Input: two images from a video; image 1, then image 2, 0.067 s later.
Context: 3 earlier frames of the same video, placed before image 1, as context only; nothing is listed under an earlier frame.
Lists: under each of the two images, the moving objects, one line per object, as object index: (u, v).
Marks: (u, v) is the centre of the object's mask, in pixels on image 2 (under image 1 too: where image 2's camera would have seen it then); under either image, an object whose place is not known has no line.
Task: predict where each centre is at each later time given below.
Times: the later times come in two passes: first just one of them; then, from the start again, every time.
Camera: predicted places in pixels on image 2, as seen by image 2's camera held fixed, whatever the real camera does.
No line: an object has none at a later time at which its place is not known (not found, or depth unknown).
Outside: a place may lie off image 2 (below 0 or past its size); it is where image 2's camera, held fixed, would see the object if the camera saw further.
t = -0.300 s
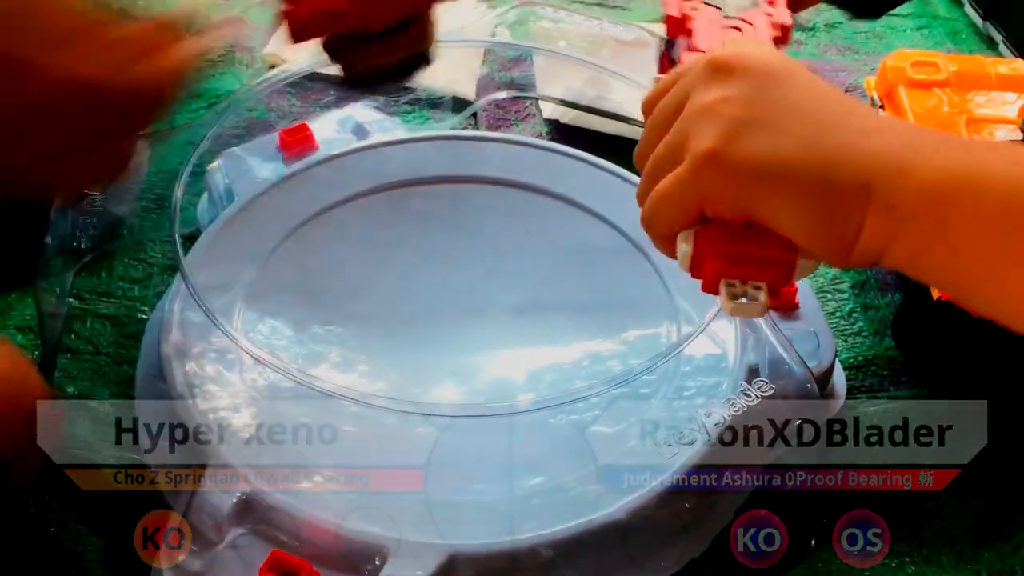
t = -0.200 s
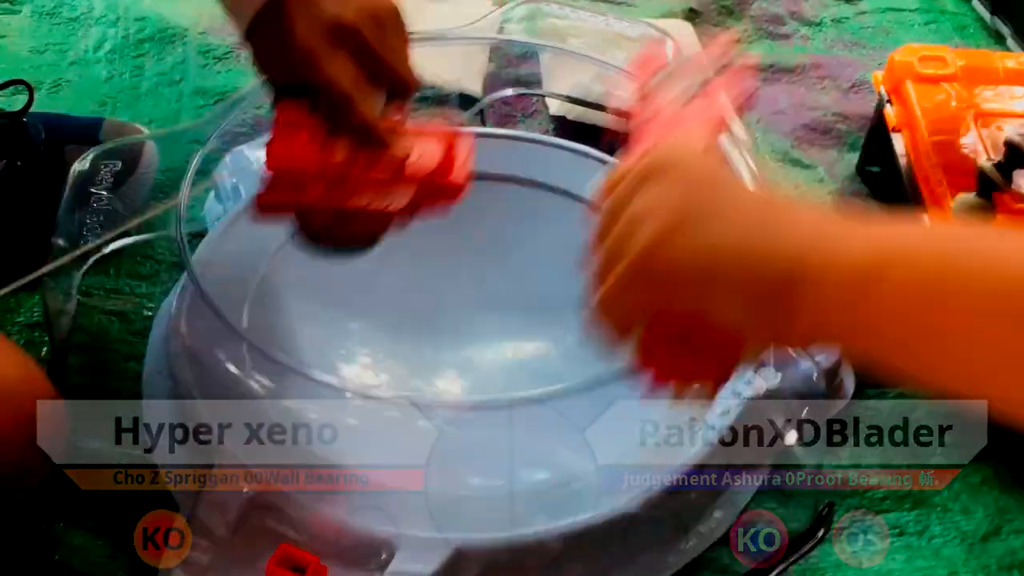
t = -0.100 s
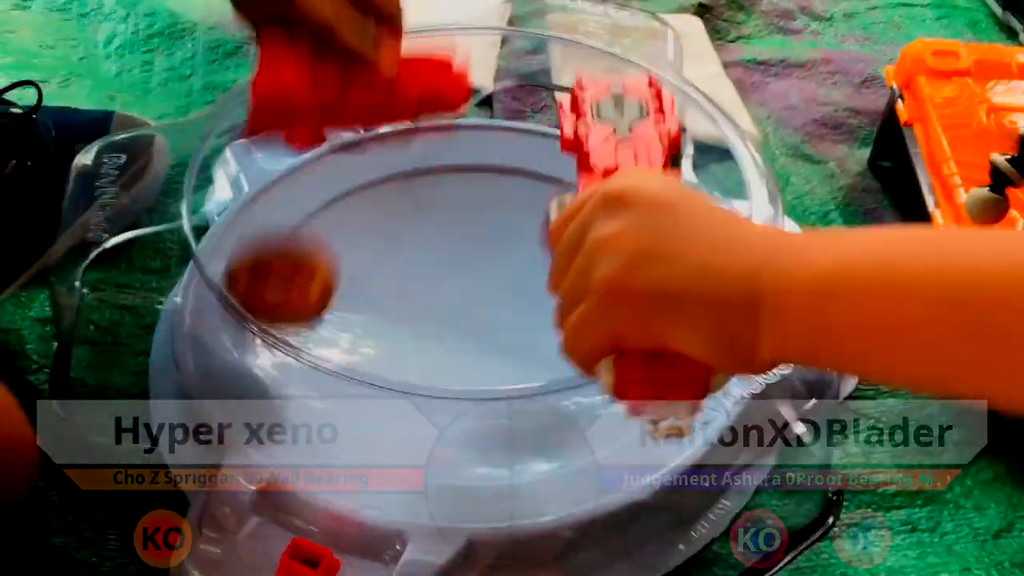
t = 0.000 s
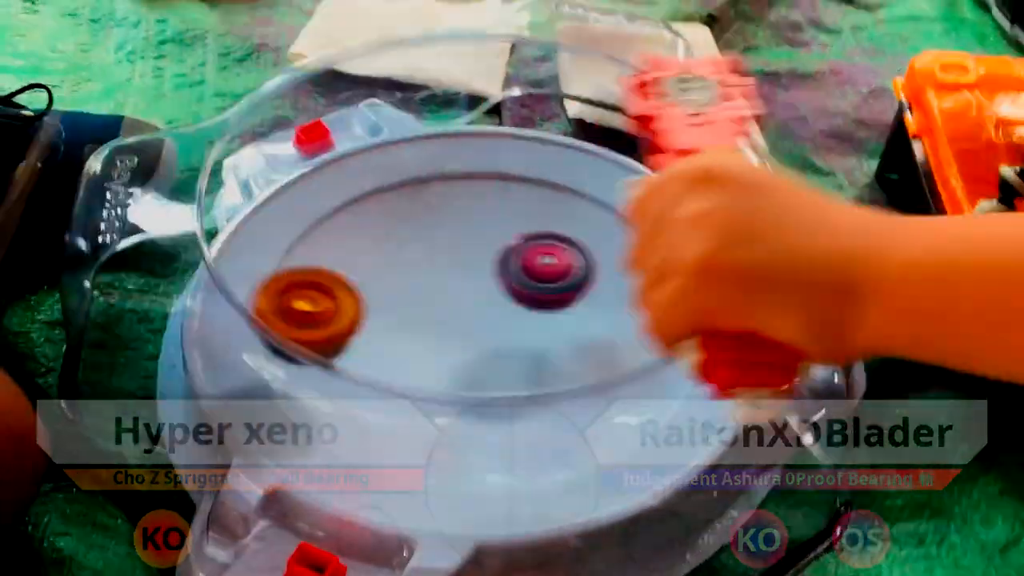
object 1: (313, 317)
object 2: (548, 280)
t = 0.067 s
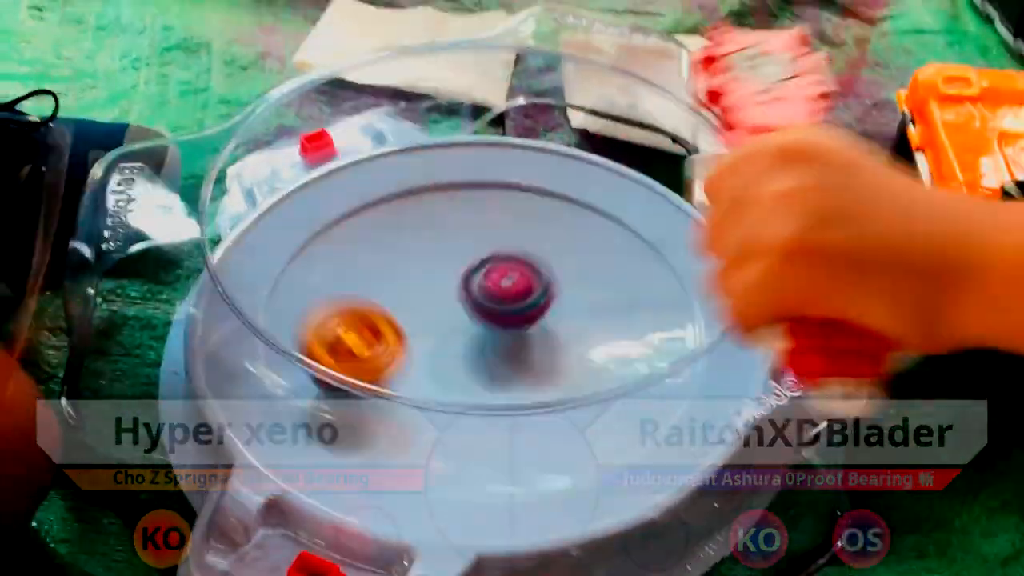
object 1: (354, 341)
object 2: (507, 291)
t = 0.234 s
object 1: (448, 363)
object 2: (457, 259)
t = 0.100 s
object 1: (378, 348)
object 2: (489, 287)
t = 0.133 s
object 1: (403, 342)
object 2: (472, 289)
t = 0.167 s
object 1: (423, 352)
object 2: (463, 282)
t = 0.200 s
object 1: (436, 356)
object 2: (460, 269)
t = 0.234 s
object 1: (448, 363)
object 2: (457, 259)
